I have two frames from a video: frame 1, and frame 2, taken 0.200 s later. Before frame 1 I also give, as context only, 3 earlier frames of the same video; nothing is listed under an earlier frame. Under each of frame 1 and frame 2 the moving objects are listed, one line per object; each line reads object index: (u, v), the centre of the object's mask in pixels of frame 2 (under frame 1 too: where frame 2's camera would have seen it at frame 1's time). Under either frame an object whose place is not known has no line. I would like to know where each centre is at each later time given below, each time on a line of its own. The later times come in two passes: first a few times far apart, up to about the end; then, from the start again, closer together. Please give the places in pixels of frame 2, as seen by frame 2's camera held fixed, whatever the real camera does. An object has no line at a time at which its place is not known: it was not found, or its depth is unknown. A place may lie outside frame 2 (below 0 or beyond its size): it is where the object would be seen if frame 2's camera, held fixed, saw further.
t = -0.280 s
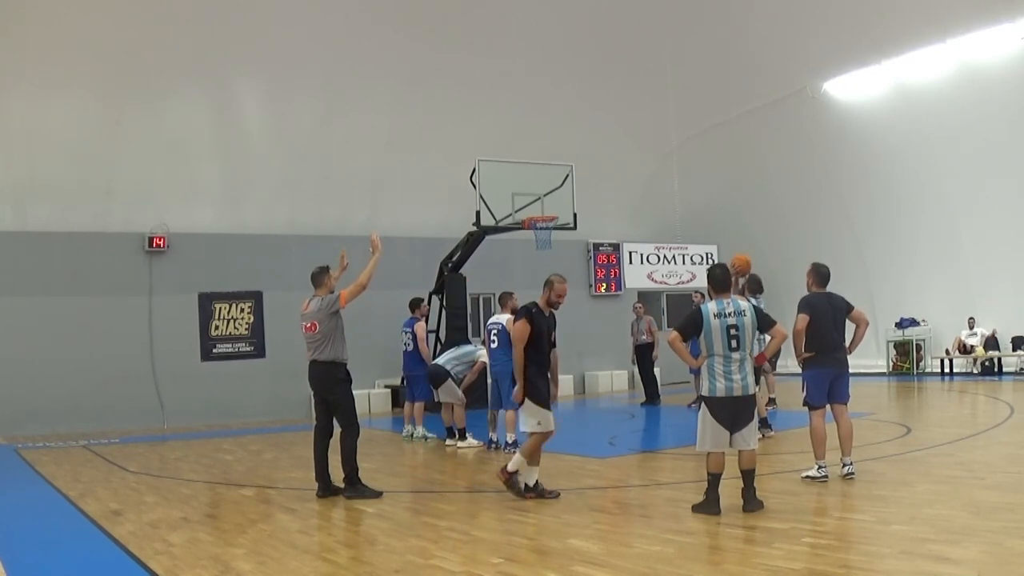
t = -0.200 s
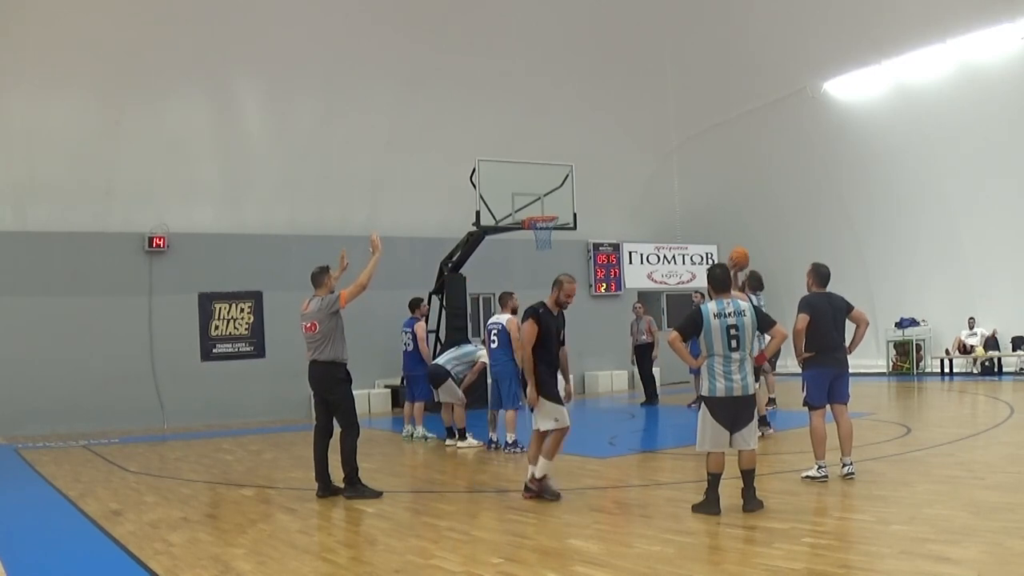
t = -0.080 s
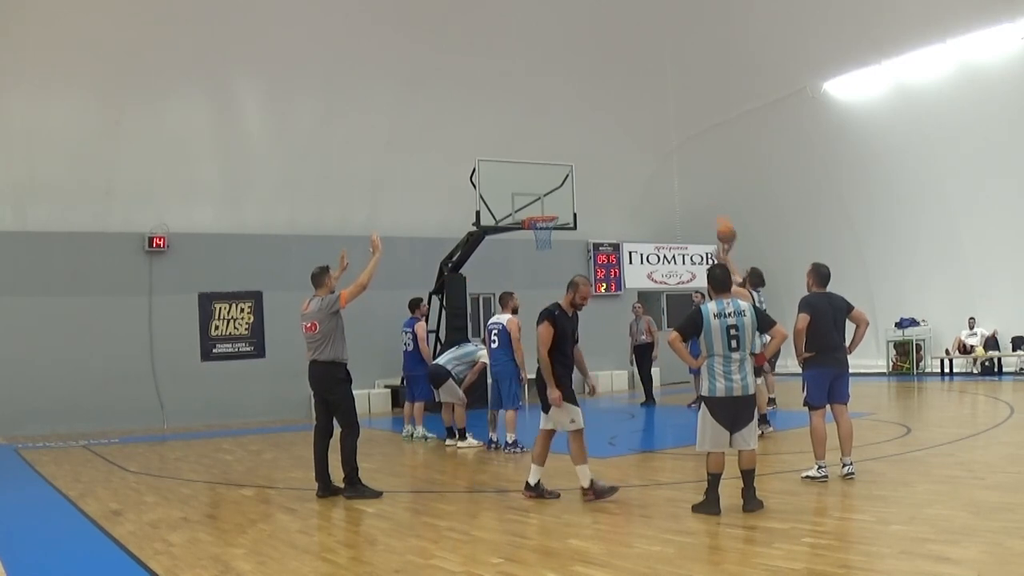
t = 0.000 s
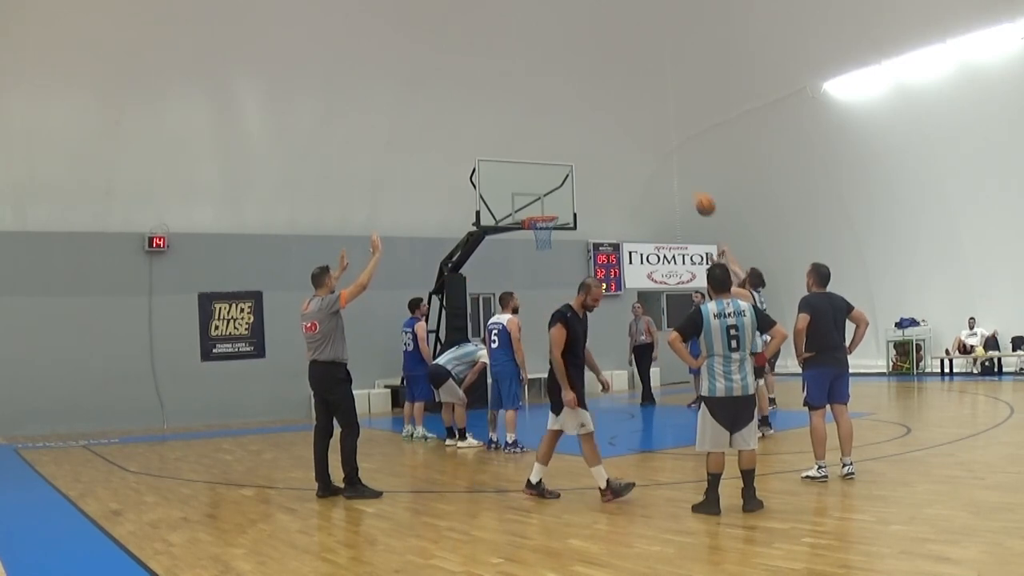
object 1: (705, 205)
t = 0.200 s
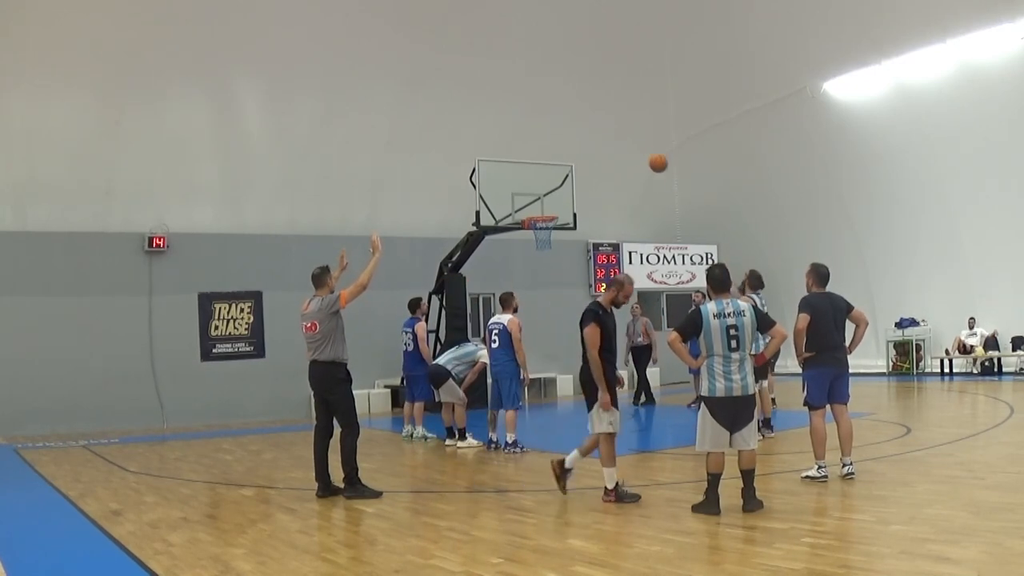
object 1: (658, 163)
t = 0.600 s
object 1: (583, 171)
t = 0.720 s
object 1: (564, 194)
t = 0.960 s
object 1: (549, 193)
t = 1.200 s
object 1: (542, 203)
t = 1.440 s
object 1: (549, 209)
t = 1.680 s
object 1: (560, 230)
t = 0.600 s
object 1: (583, 171)
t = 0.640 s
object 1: (576, 177)
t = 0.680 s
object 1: (570, 186)
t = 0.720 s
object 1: (564, 194)
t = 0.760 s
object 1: (558, 203)
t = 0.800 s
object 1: (554, 207)
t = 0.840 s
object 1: (553, 202)
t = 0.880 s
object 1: (552, 198)
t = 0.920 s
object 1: (550, 195)
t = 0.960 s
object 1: (549, 193)
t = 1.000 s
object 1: (548, 192)
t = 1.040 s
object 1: (547, 192)
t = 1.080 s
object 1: (546, 194)
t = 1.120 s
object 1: (544, 195)
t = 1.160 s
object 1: (543, 199)
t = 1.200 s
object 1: (542, 203)
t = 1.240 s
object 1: (541, 208)
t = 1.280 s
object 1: (542, 209)
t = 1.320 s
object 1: (544, 210)
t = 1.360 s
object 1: (546, 209)
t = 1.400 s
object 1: (547, 208)
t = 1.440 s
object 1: (549, 209)
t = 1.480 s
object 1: (550, 209)
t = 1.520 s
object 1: (552, 211)
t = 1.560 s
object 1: (555, 214)
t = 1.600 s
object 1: (559, 218)
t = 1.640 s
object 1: (559, 225)
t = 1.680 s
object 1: (560, 230)
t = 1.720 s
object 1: (562, 237)
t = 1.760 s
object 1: (564, 245)
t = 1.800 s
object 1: (566, 254)
